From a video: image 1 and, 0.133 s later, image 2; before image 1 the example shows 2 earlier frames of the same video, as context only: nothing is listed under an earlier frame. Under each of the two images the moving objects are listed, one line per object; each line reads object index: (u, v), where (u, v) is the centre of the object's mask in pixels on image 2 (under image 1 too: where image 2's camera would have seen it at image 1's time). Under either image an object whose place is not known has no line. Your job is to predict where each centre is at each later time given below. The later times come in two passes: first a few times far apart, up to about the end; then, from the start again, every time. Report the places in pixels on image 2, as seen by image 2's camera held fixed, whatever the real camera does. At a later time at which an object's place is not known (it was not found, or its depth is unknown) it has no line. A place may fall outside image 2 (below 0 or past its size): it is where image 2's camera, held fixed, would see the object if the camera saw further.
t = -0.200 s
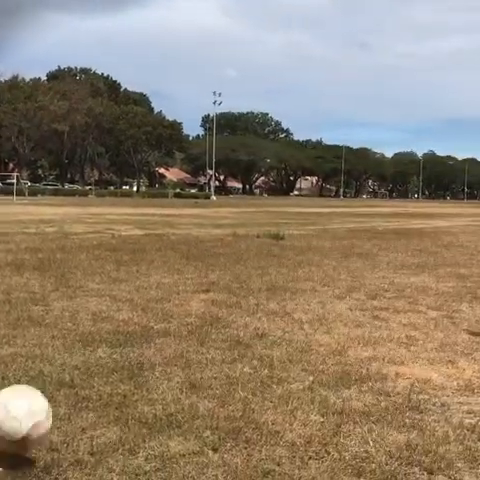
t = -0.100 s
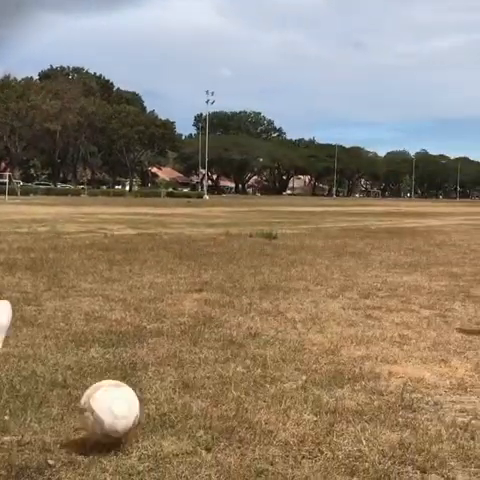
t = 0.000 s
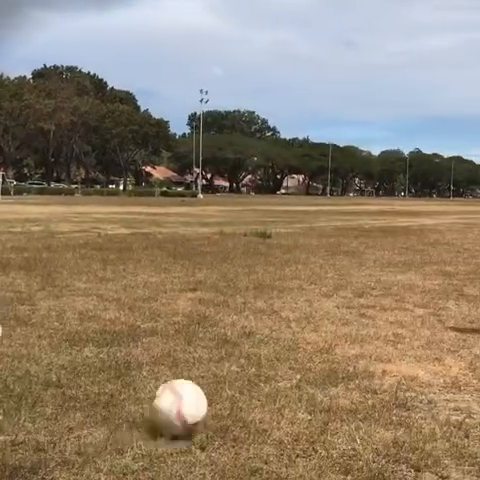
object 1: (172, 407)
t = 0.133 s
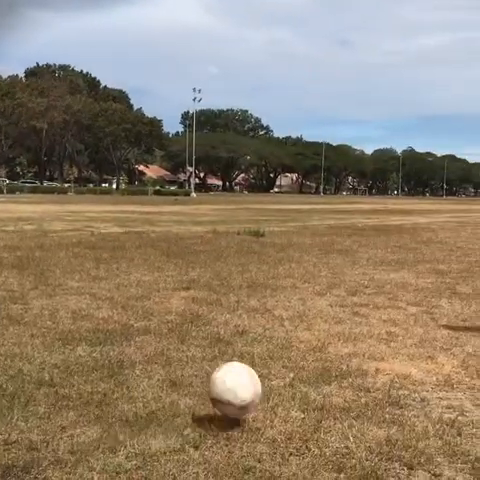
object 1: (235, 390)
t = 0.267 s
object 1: (286, 394)
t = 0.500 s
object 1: (350, 392)
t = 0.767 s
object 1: (420, 390)
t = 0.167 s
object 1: (249, 393)
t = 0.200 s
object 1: (264, 393)
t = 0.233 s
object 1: (276, 399)
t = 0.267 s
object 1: (286, 394)
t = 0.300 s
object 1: (295, 389)
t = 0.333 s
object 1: (303, 388)
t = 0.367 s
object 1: (311, 390)
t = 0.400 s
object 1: (322, 391)
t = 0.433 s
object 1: (331, 394)
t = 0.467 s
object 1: (343, 391)
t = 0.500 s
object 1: (350, 392)
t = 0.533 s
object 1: (360, 393)
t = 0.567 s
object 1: (368, 391)
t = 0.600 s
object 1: (376, 390)
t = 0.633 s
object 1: (385, 389)
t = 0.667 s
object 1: (393, 390)
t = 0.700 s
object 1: (399, 391)
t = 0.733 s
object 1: (411, 391)
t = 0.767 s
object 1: (420, 390)
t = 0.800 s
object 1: (427, 389)
